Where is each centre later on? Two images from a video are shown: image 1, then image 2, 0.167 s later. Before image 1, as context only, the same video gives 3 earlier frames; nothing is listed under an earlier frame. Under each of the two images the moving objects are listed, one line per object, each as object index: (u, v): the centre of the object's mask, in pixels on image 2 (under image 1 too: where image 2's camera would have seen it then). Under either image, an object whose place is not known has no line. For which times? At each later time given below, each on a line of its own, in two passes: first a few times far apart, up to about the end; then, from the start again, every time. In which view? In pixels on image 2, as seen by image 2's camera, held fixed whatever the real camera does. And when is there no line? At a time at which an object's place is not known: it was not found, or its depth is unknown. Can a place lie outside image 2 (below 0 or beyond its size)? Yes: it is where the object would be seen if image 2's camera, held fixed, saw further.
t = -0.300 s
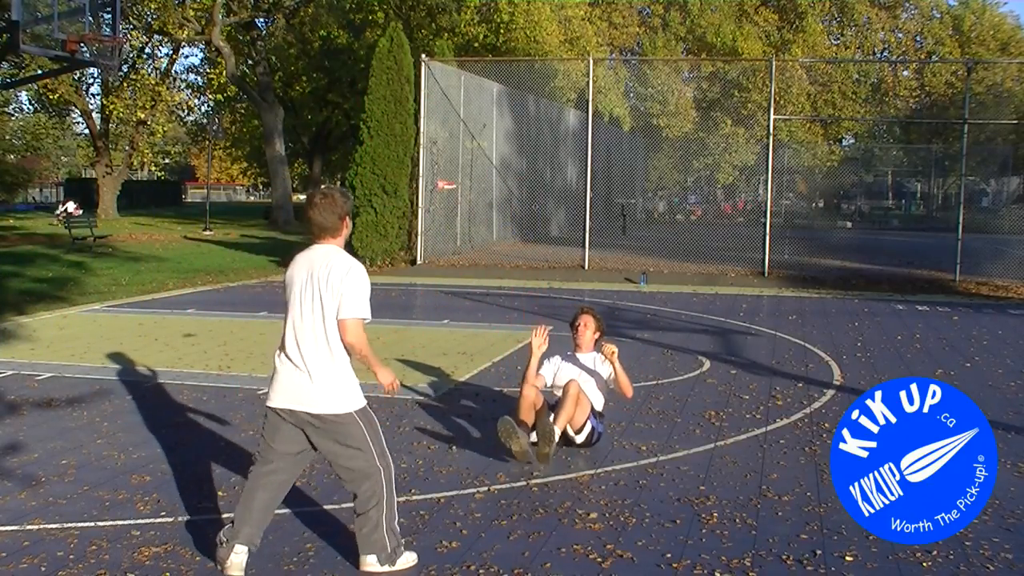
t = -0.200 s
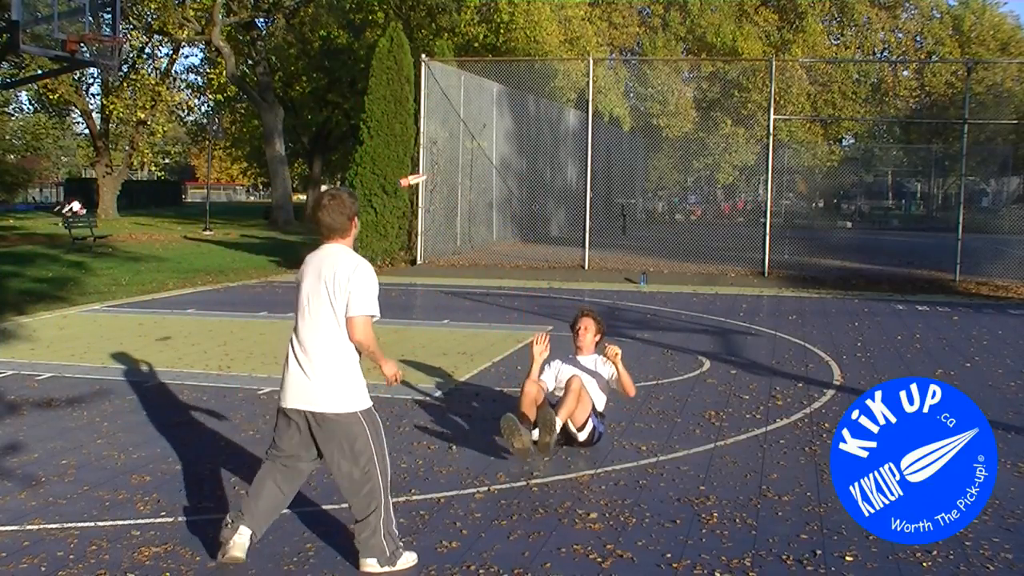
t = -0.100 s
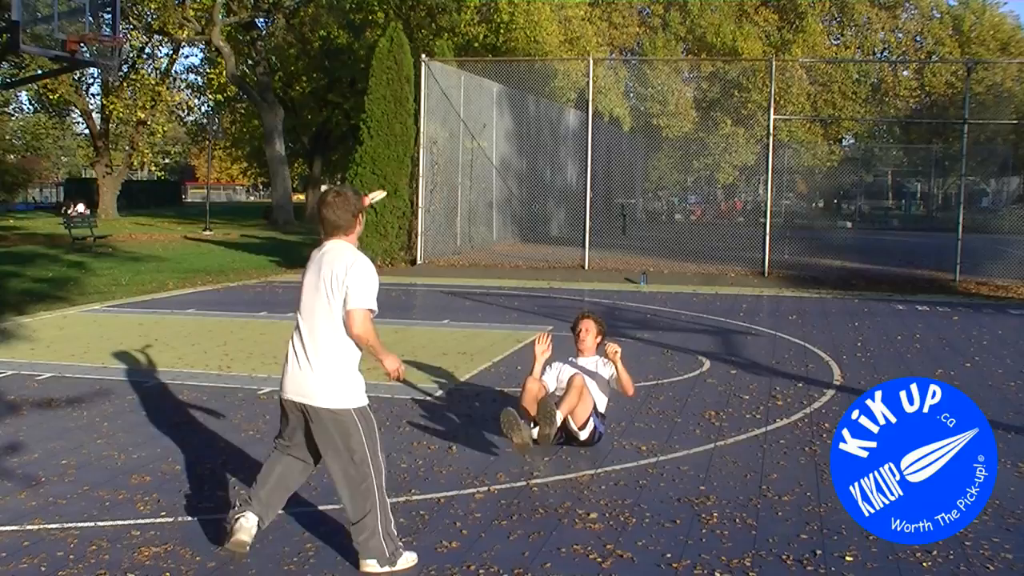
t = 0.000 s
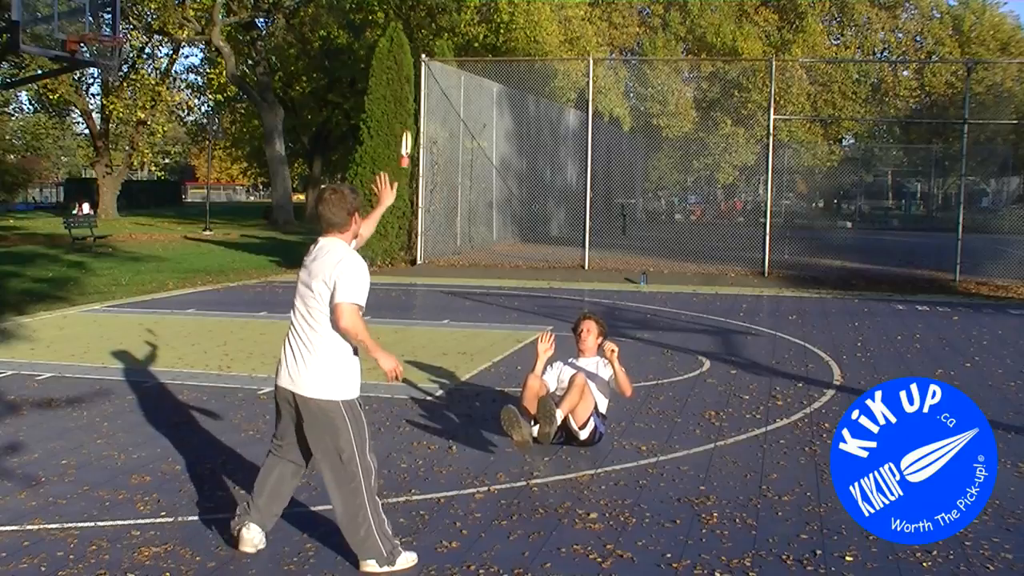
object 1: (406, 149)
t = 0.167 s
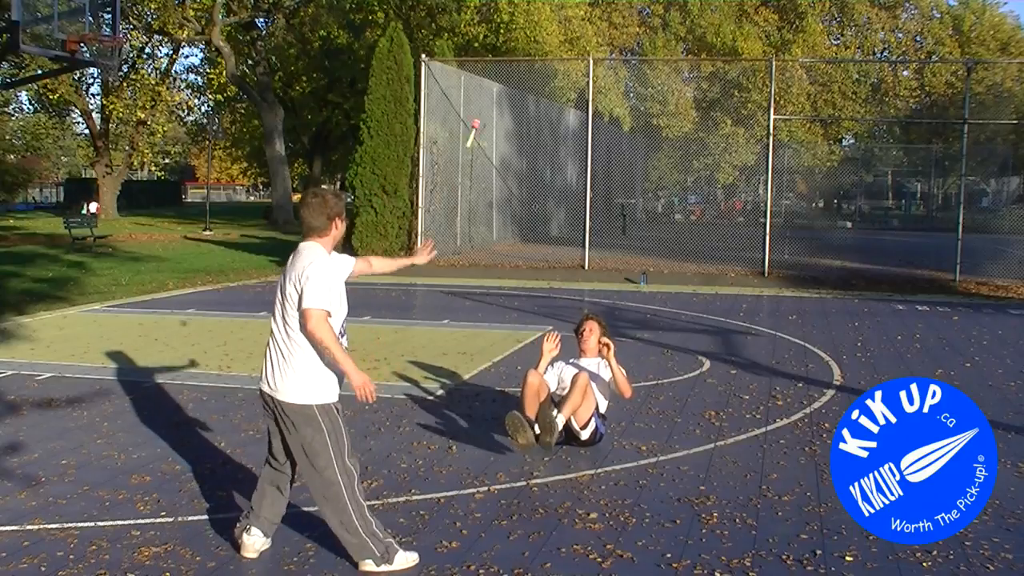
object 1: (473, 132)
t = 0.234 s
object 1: (496, 127)
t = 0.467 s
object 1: (559, 180)
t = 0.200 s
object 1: (484, 129)
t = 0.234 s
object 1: (496, 127)
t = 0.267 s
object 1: (507, 127)
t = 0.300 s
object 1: (517, 131)
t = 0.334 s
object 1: (526, 135)
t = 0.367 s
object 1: (535, 142)
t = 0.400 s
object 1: (543, 153)
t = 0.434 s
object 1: (551, 165)
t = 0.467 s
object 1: (559, 180)
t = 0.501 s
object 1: (568, 195)
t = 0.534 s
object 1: (577, 212)
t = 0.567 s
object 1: (584, 228)
